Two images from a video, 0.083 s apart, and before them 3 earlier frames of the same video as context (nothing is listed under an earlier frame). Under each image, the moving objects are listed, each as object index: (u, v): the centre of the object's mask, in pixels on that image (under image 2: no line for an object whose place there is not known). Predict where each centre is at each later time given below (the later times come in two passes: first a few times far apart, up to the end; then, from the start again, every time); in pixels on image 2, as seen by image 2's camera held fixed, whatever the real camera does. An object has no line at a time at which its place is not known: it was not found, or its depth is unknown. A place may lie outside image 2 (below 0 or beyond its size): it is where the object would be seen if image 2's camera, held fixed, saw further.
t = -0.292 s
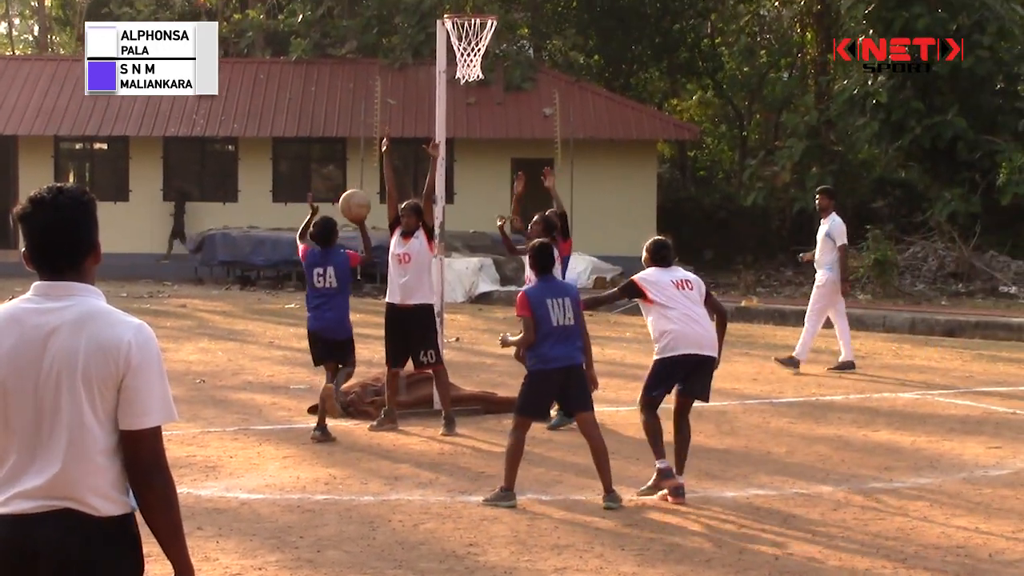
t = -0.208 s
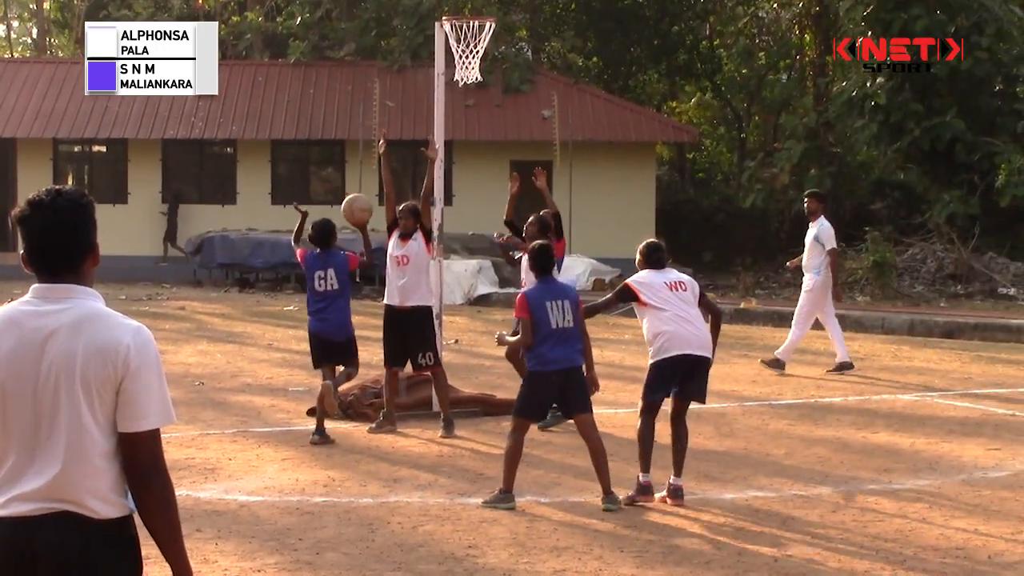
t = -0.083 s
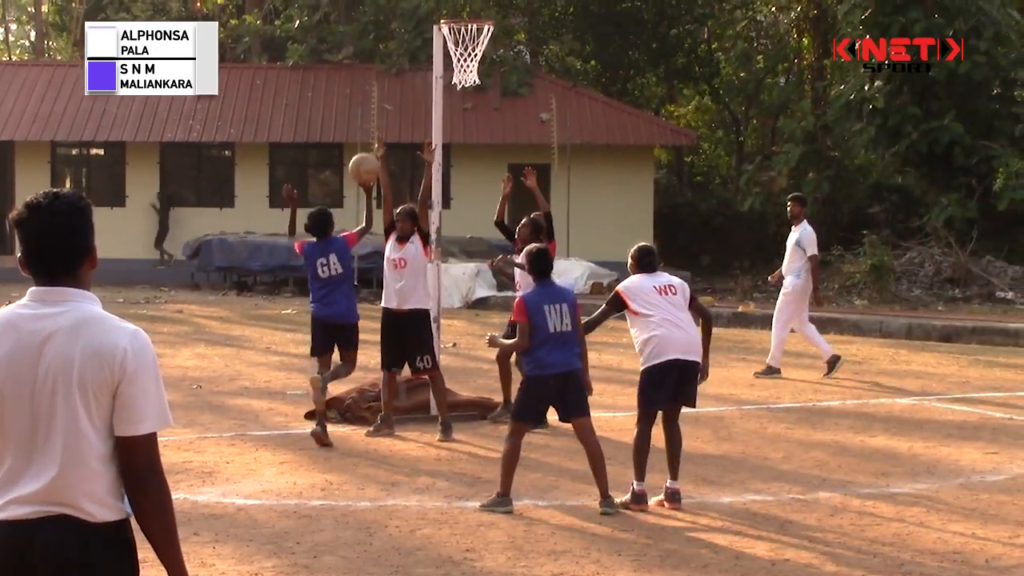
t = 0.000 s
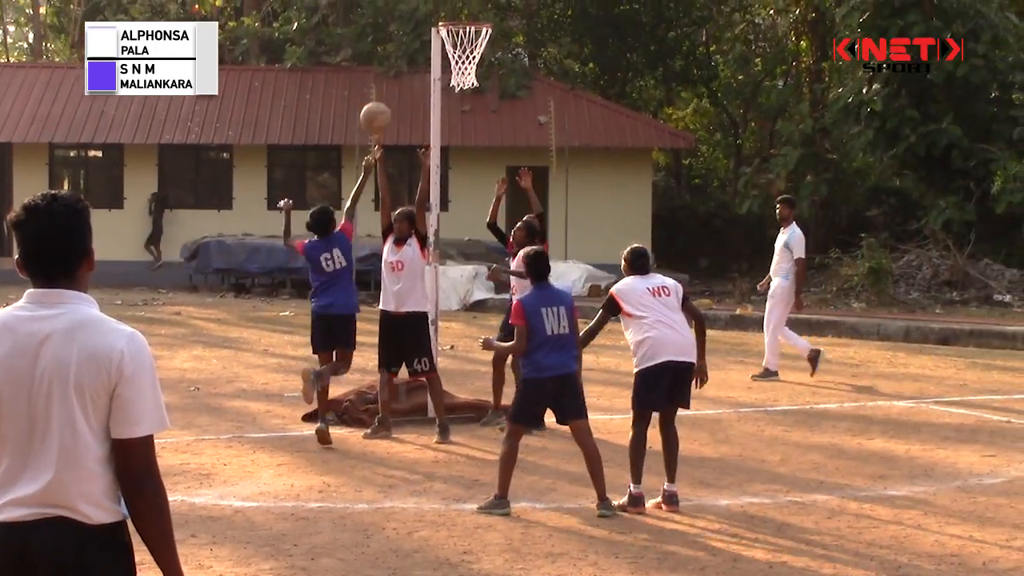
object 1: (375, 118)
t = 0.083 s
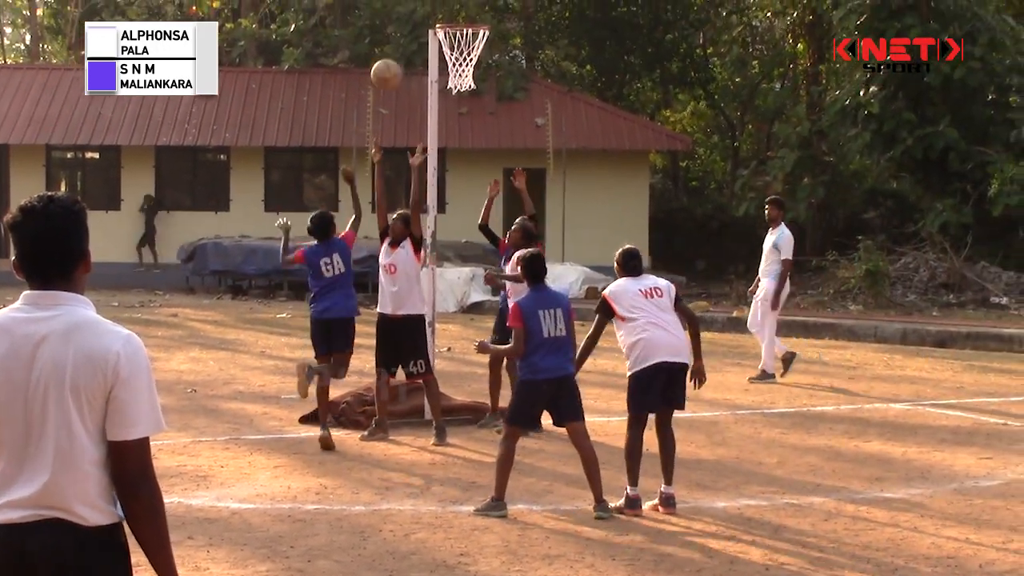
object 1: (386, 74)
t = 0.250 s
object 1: (415, 8)
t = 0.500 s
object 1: (451, -6)
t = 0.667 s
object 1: (476, 13)
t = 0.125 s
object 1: (393, 56)
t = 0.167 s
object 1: (399, 39)
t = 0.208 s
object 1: (409, 18)
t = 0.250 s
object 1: (415, 8)
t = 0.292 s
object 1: (422, 2)
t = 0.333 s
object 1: (427, -1)
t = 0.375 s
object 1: (433, -4)
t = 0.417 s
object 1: (440, -5)
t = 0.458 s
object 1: (443, -5)
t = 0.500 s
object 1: (451, -6)
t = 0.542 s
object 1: (458, -5)
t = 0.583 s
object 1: (464, -2)
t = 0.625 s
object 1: (470, 3)
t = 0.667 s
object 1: (476, 13)
